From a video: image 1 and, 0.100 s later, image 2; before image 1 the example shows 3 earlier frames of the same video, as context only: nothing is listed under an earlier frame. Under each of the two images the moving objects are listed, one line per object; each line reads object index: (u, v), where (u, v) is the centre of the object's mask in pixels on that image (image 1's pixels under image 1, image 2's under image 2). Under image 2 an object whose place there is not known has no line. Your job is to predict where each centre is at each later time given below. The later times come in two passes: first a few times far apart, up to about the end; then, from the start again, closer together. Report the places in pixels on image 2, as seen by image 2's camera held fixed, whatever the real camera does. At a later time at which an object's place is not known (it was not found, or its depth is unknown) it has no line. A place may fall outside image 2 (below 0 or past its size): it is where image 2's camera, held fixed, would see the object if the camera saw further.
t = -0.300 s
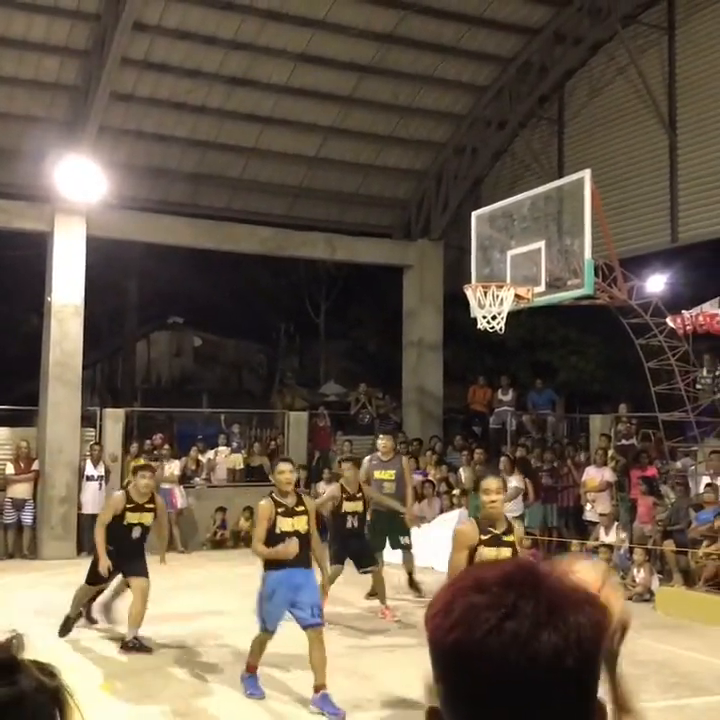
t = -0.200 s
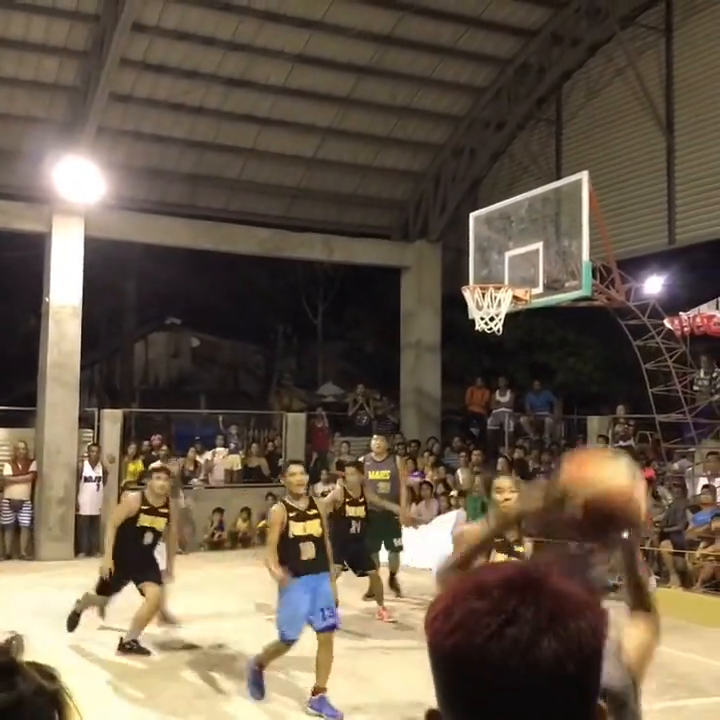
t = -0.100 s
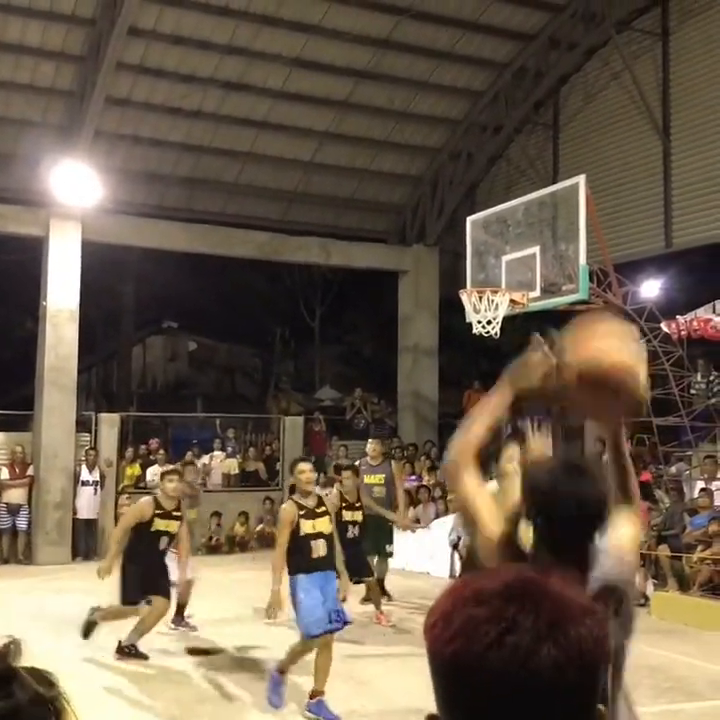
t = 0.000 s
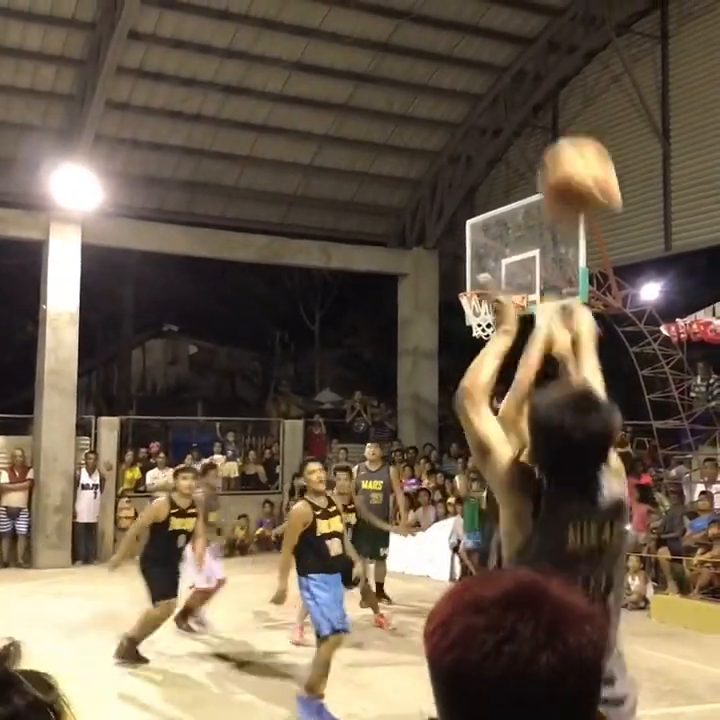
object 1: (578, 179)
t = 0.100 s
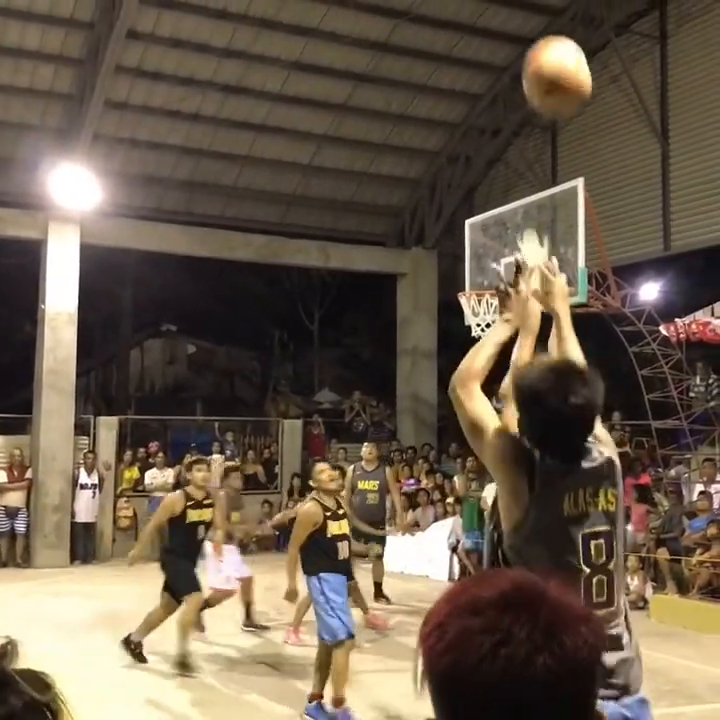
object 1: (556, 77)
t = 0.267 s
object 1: (530, 11)
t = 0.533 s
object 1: (503, 17)
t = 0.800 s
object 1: (488, 107)
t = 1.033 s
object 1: (479, 230)
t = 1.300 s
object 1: (506, 248)
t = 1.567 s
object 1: (531, 237)
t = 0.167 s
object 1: (545, 34)
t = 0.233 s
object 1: (535, 16)
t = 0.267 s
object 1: (530, 11)
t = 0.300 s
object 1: (527, 8)
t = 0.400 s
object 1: (515, 3)
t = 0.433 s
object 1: (512, 5)
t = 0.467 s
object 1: (508, 9)
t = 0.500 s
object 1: (505, 13)
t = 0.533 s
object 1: (503, 17)
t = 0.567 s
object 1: (501, 21)
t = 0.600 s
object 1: (499, 29)
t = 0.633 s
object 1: (497, 40)
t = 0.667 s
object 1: (495, 51)
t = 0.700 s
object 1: (493, 64)
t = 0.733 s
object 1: (492, 77)
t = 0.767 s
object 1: (490, 92)
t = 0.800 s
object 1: (488, 107)
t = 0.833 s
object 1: (487, 123)
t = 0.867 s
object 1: (485, 140)
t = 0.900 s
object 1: (484, 156)
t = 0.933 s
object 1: (482, 173)
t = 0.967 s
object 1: (481, 191)
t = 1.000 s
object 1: (480, 207)
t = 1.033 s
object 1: (479, 230)
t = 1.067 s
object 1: (477, 248)
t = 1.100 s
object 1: (475, 269)
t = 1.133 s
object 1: (475, 283)
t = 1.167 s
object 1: (483, 279)
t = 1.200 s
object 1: (486, 271)
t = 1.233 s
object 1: (493, 260)
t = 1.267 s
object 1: (500, 254)
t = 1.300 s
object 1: (506, 248)
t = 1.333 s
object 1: (514, 244)
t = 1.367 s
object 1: (520, 241)
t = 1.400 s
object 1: (523, 239)
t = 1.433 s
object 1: (526, 236)
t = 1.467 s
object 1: (528, 235)
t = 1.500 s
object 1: (529, 234)
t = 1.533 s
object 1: (530, 234)
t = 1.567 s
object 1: (531, 237)
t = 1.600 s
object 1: (533, 239)
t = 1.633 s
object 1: (534, 244)
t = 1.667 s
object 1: (536, 250)
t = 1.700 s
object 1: (537, 256)
